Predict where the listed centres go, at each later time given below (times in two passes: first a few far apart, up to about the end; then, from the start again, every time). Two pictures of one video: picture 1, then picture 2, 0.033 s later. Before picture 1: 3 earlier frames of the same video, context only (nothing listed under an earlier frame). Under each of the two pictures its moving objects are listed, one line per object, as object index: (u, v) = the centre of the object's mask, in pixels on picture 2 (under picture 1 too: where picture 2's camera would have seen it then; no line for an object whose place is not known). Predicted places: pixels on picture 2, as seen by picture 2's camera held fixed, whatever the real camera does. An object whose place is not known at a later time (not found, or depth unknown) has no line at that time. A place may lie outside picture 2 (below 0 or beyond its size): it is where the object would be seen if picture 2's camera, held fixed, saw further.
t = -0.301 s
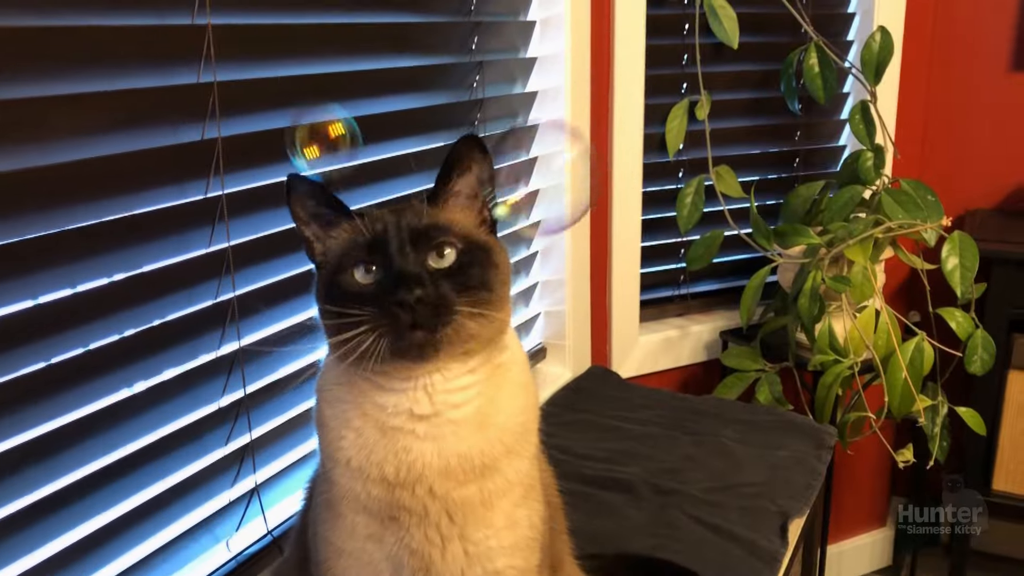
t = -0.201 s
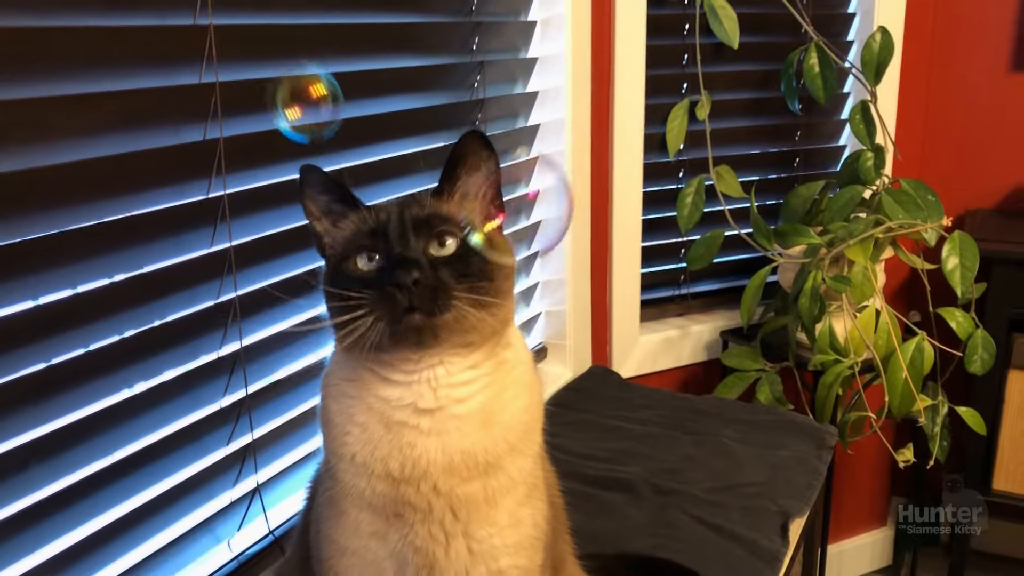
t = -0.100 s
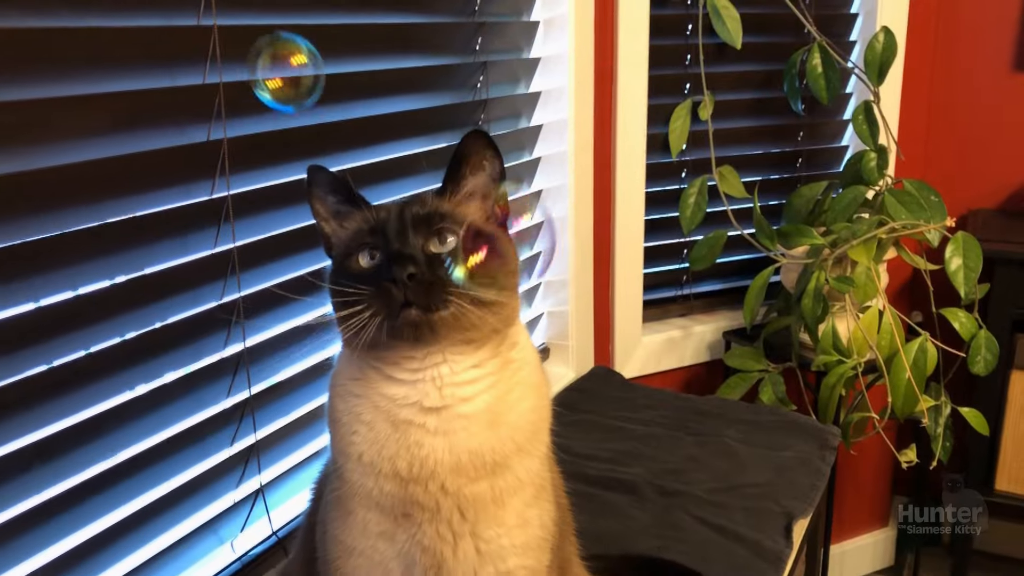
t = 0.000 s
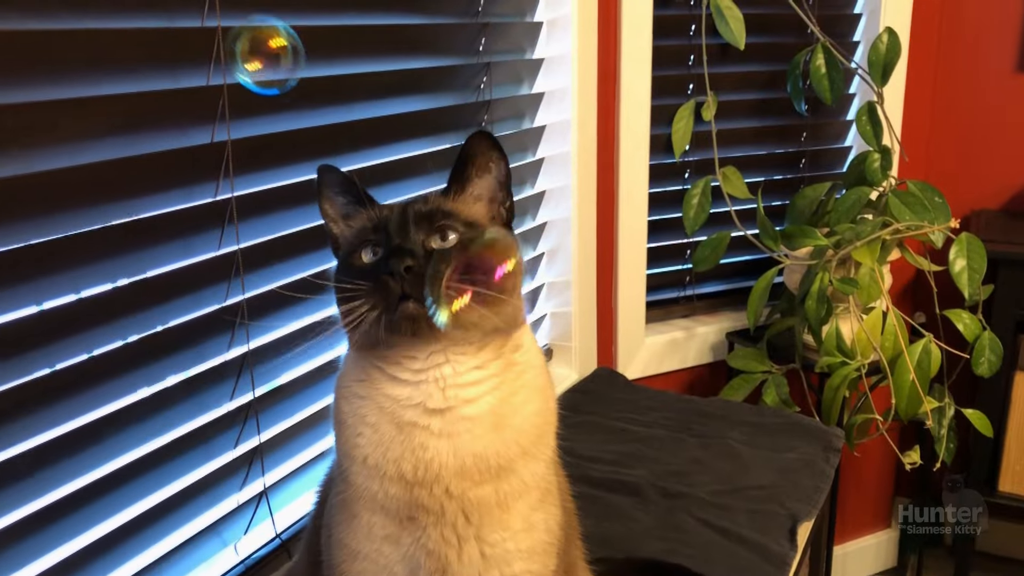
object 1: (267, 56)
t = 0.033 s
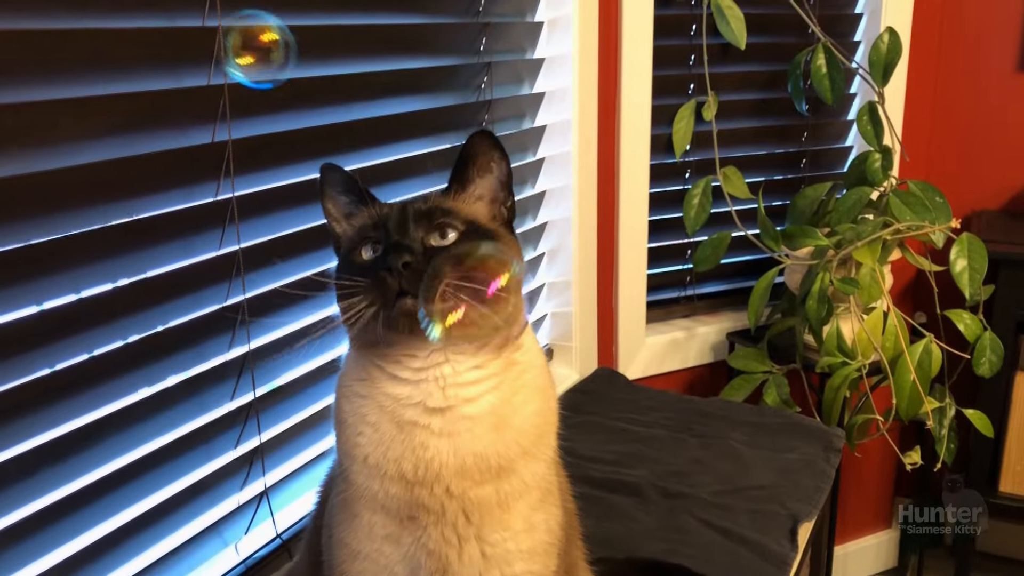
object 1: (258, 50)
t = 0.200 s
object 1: (205, 38)
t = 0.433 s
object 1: (133, 45)
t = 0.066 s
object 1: (248, 45)
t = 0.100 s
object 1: (237, 41)
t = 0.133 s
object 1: (226, 39)
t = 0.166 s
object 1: (216, 38)
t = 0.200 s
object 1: (205, 38)
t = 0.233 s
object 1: (195, 37)
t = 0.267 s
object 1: (184, 37)
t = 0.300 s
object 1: (174, 38)
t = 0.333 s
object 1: (164, 38)
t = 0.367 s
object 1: (154, 40)
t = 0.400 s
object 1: (143, 43)
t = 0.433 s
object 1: (133, 45)
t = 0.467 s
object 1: (122, 47)
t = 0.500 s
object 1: (111, 50)
